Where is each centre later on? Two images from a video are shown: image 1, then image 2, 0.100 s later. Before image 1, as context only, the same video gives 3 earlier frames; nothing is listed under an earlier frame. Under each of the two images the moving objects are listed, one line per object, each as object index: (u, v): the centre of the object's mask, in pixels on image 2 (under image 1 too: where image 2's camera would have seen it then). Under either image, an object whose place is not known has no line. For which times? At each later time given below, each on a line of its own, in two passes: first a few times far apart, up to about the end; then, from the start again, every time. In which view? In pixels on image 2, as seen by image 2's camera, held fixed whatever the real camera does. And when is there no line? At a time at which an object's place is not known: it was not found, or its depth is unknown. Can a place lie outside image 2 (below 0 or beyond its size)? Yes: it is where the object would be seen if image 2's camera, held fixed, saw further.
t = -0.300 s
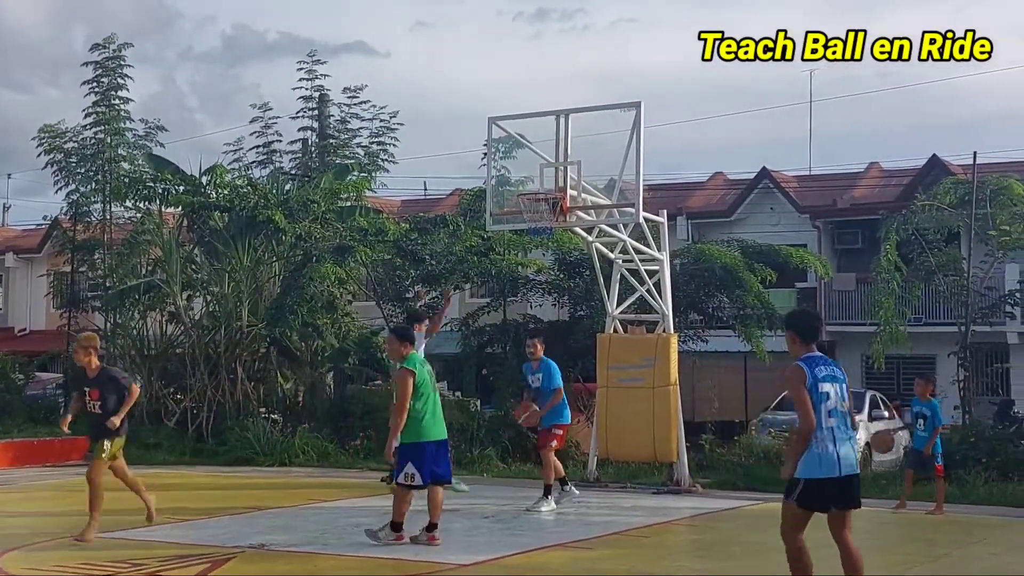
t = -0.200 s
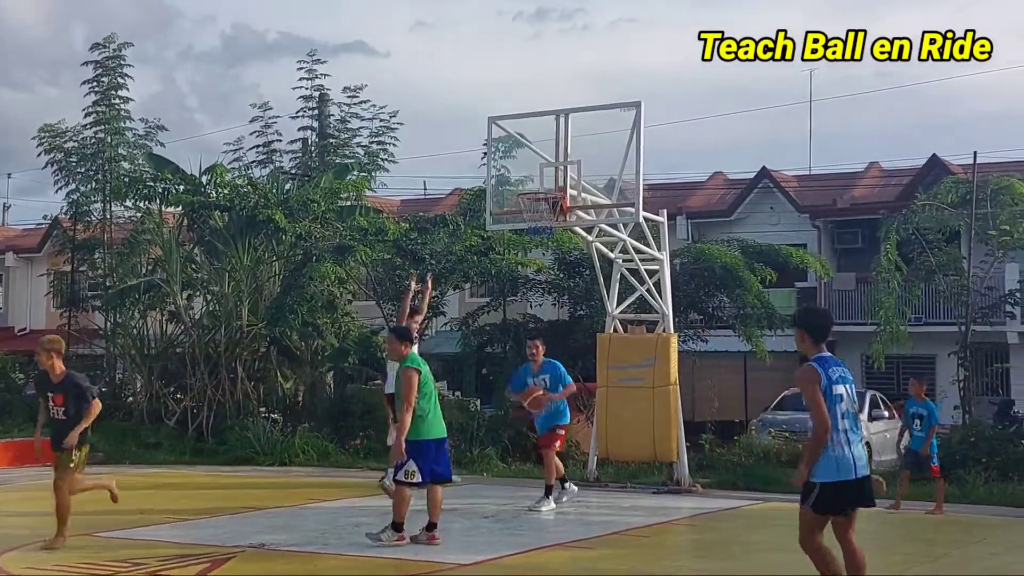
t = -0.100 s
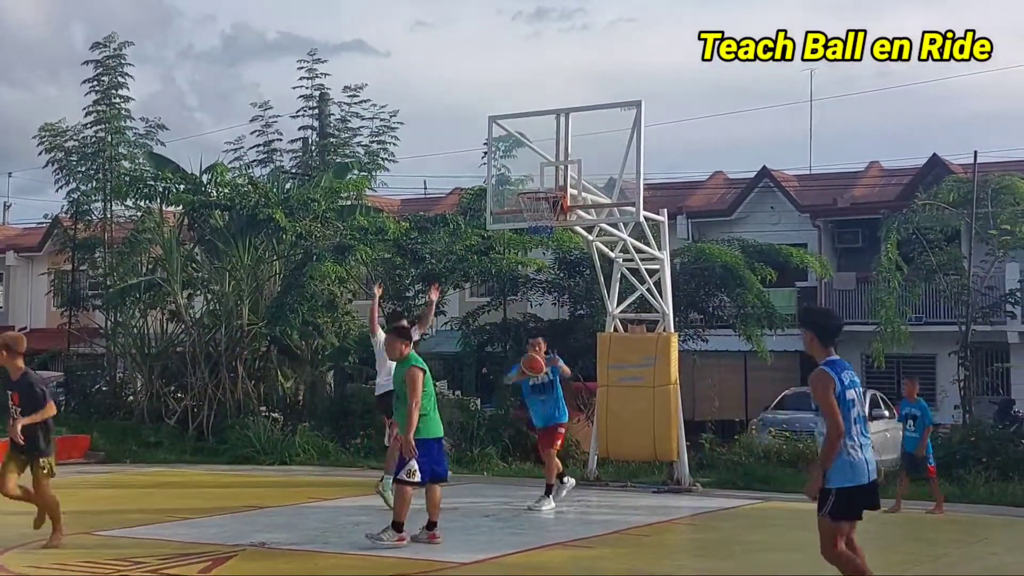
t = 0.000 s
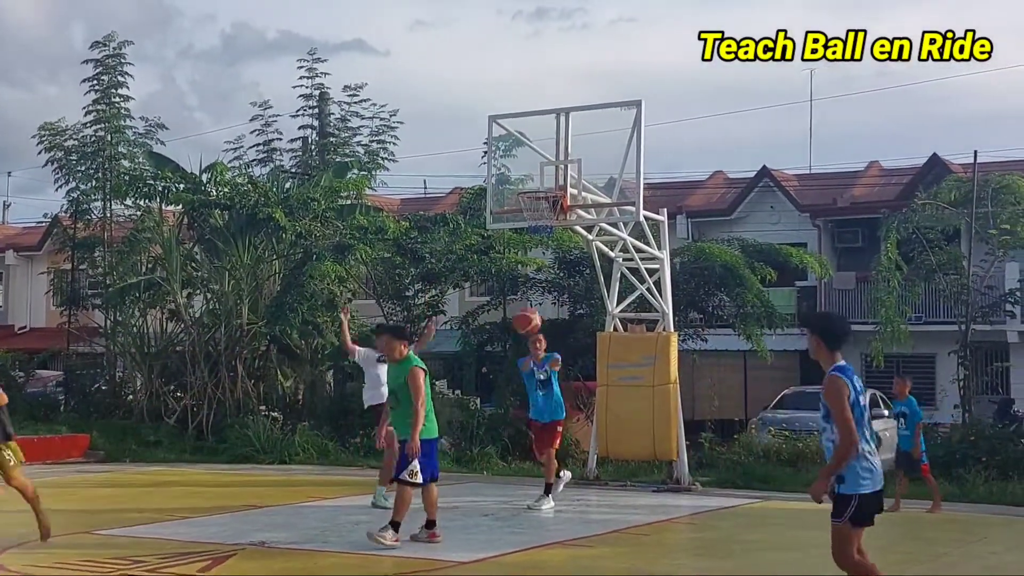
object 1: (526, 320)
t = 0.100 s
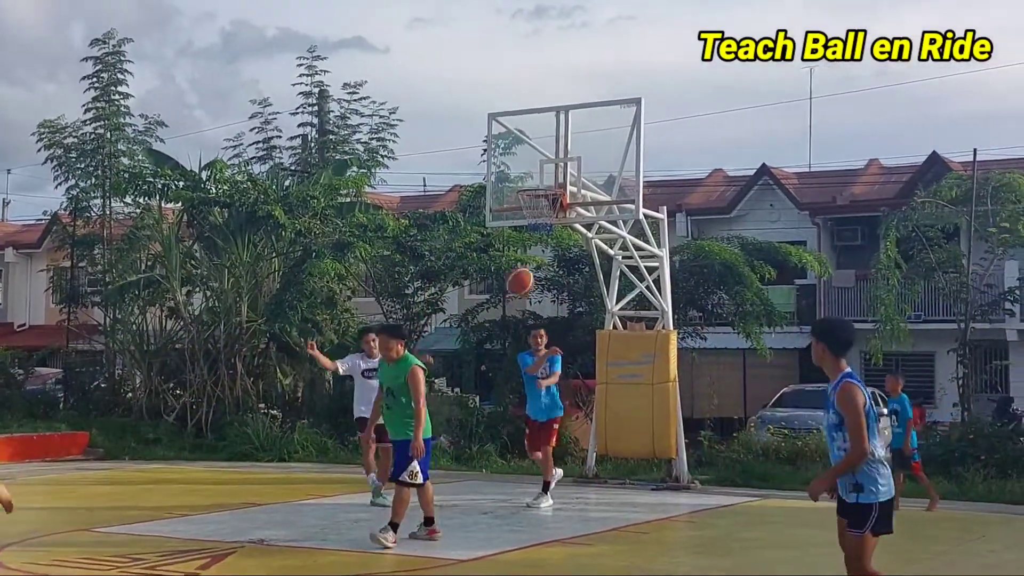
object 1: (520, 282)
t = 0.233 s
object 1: (509, 244)
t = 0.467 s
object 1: (482, 221)
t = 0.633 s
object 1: (457, 255)
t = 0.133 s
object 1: (517, 273)
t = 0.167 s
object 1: (516, 262)
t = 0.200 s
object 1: (512, 253)
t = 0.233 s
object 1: (509, 244)
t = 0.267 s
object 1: (506, 237)
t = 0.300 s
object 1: (503, 231)
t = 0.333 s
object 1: (499, 226)
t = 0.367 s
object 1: (495, 224)
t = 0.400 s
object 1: (491, 220)
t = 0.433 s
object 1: (487, 221)
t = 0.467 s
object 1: (482, 221)
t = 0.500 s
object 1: (478, 223)
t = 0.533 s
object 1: (474, 228)
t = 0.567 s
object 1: (469, 235)
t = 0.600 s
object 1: (463, 243)
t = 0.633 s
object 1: (457, 255)
